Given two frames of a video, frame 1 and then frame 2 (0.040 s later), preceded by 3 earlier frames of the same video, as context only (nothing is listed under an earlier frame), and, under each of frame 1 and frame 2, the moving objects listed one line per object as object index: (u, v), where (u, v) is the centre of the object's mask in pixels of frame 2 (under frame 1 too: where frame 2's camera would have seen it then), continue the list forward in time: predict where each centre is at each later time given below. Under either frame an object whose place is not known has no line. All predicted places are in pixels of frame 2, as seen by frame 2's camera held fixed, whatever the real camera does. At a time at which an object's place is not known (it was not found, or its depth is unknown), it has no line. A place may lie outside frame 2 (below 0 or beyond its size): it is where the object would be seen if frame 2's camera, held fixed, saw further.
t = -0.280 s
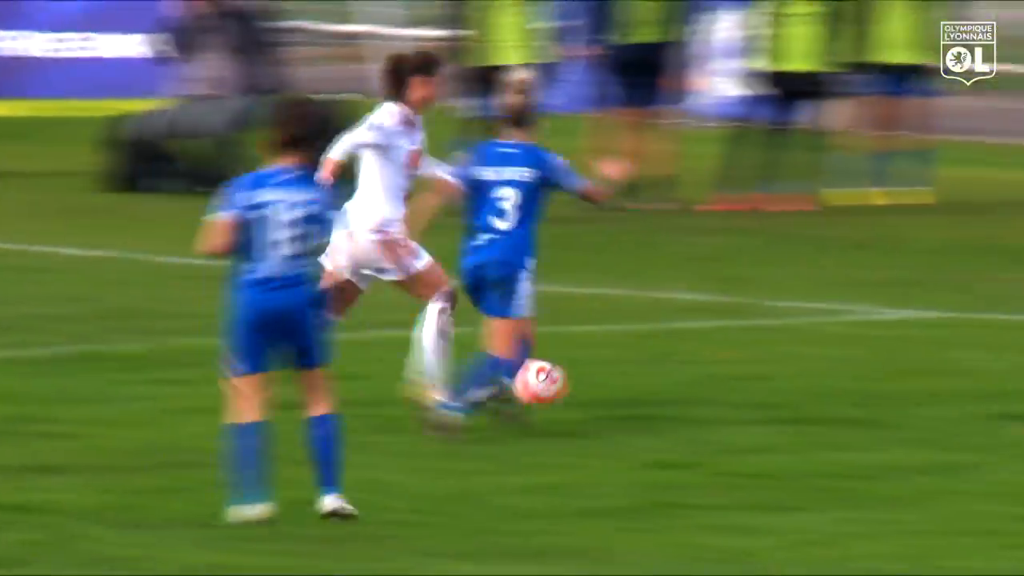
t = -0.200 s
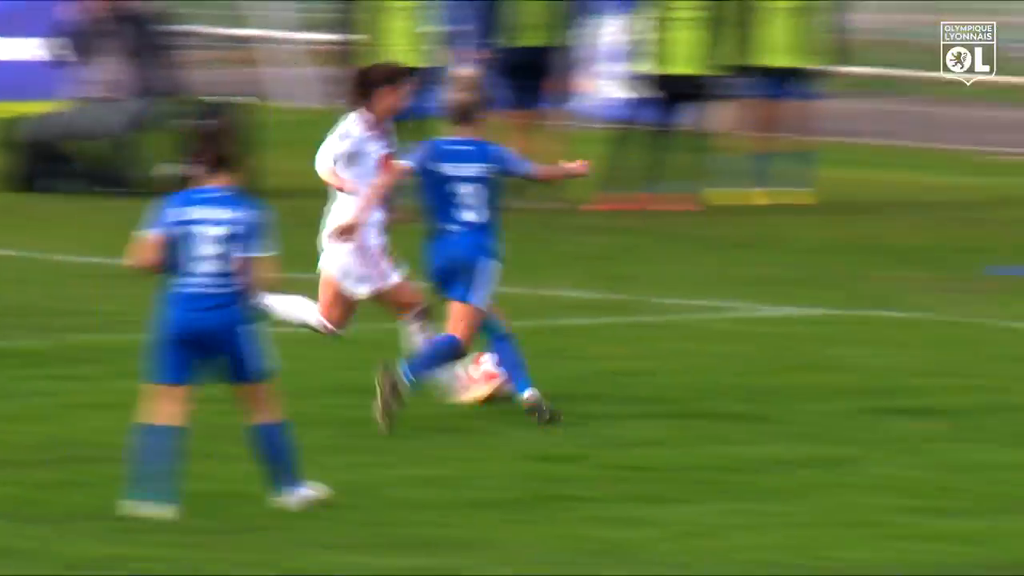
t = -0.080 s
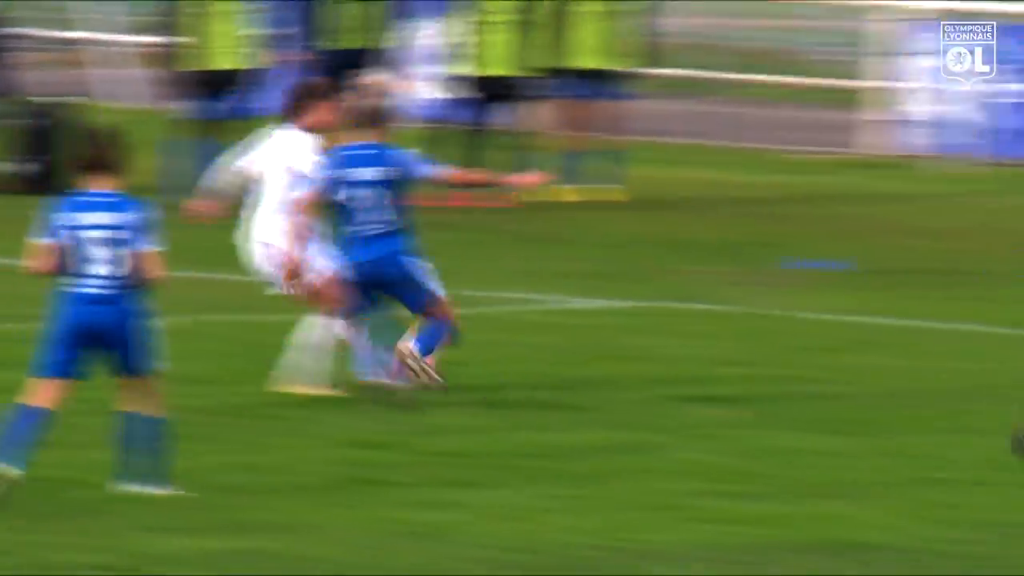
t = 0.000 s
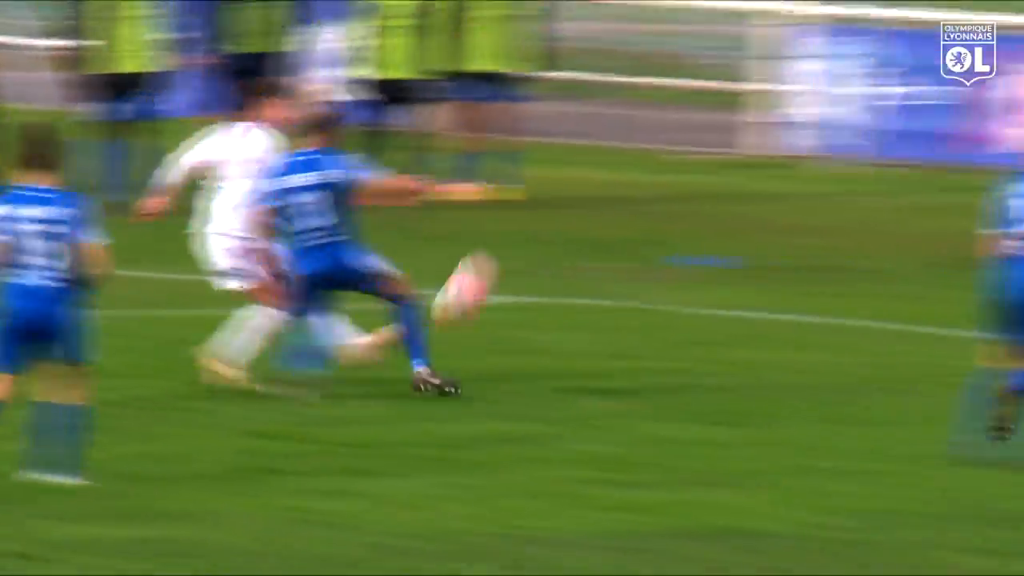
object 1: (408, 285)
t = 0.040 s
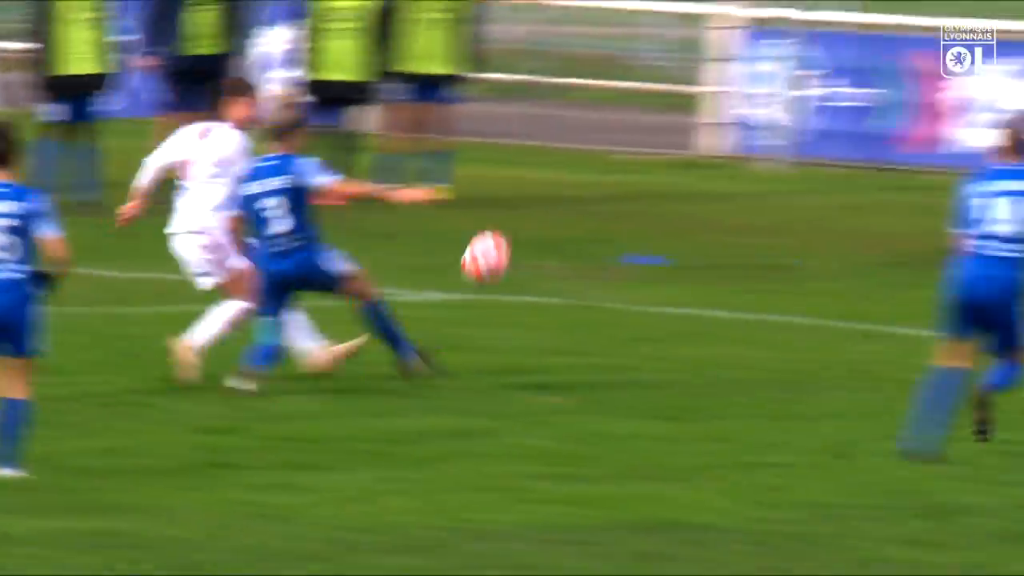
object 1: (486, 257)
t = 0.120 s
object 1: (666, 192)
